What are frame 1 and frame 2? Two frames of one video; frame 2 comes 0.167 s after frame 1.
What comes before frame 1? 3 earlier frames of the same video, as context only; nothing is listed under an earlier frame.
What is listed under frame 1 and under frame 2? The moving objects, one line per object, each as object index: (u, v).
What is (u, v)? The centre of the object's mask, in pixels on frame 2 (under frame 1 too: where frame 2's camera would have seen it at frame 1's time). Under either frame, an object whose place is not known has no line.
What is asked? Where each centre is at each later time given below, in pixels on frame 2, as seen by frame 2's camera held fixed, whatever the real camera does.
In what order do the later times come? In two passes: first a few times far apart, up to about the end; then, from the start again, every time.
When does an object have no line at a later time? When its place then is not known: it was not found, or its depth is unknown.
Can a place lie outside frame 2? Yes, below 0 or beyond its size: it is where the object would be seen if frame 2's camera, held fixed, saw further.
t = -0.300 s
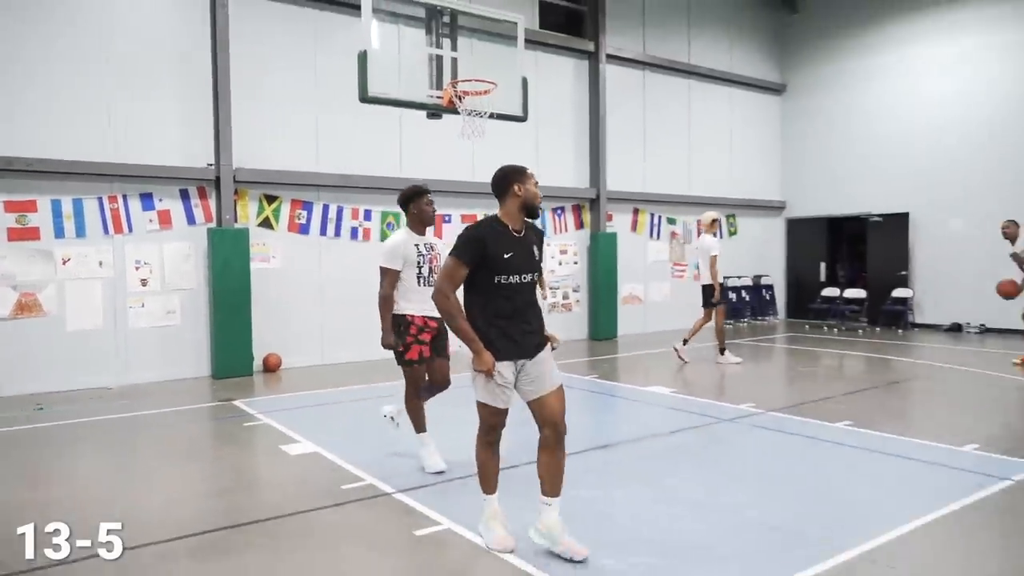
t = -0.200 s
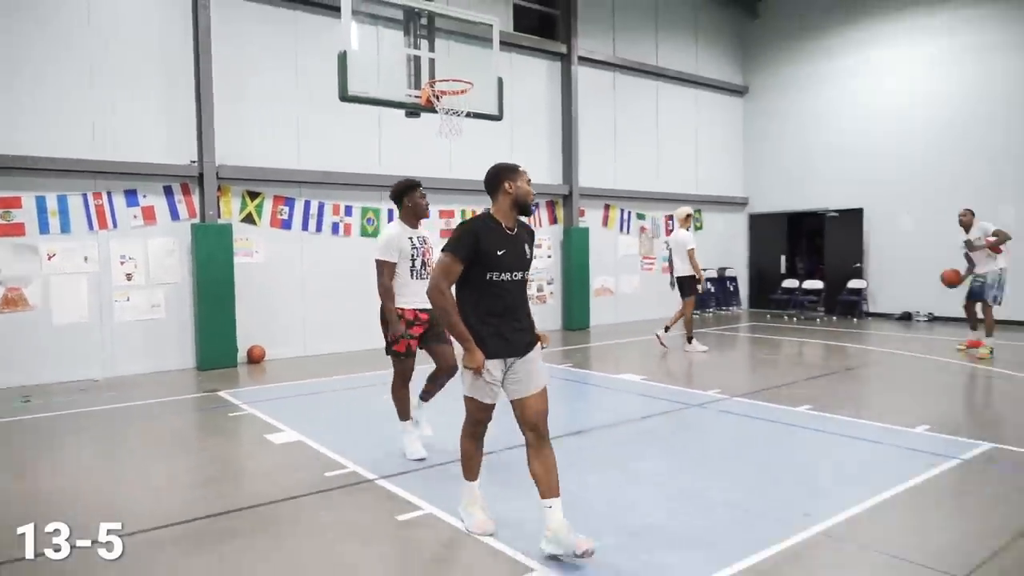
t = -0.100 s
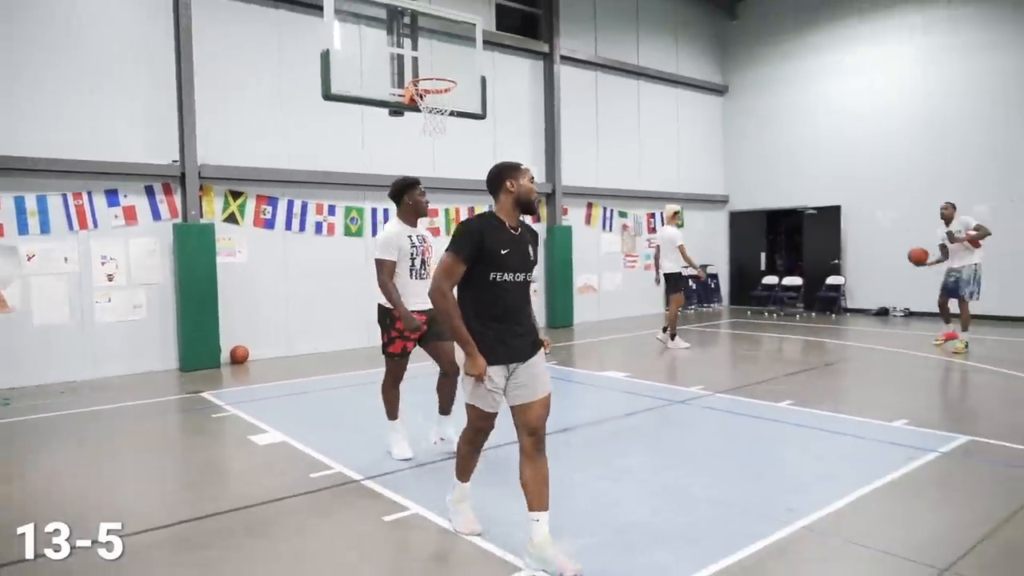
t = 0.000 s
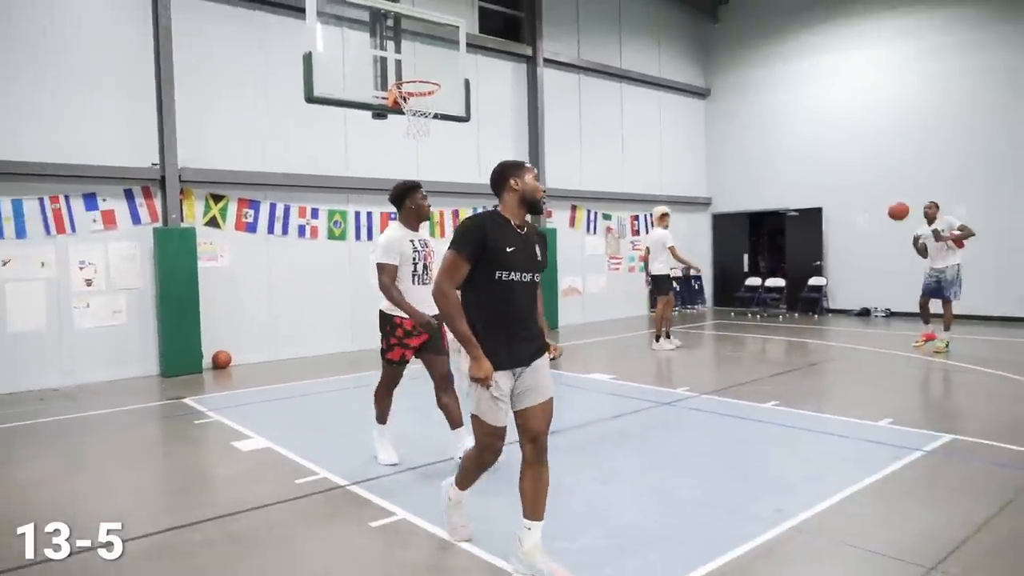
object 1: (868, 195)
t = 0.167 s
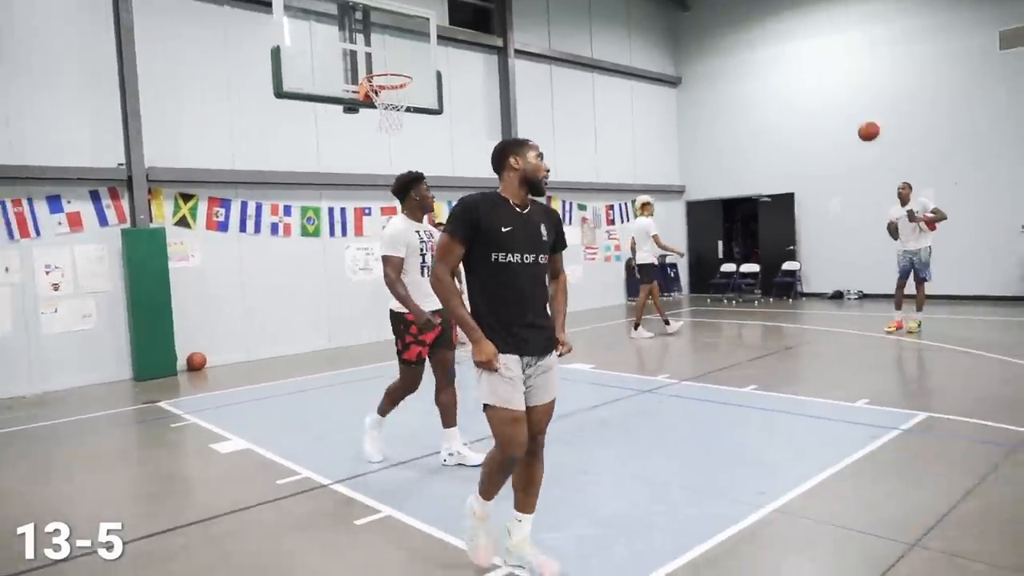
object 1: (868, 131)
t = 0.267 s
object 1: (868, 99)
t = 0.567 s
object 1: (865, 49)
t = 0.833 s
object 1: (859, 75)
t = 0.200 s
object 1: (868, 120)
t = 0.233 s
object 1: (868, 109)
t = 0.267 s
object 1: (868, 99)
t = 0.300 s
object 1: (868, 90)
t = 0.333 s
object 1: (867, 82)
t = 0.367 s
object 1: (867, 75)
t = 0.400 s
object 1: (867, 68)
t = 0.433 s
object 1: (866, 62)
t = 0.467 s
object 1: (866, 57)
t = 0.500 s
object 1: (866, 53)
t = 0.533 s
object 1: (865, 50)
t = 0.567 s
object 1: (865, 49)
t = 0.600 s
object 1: (864, 48)
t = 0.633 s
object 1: (863, 49)
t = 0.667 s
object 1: (863, 50)
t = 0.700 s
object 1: (862, 52)
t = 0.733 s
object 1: (862, 56)
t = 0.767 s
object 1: (861, 62)
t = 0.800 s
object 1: (860, 68)
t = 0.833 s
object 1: (859, 75)
